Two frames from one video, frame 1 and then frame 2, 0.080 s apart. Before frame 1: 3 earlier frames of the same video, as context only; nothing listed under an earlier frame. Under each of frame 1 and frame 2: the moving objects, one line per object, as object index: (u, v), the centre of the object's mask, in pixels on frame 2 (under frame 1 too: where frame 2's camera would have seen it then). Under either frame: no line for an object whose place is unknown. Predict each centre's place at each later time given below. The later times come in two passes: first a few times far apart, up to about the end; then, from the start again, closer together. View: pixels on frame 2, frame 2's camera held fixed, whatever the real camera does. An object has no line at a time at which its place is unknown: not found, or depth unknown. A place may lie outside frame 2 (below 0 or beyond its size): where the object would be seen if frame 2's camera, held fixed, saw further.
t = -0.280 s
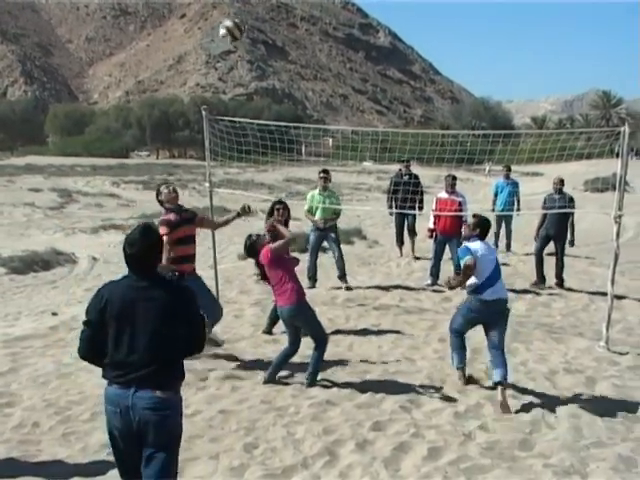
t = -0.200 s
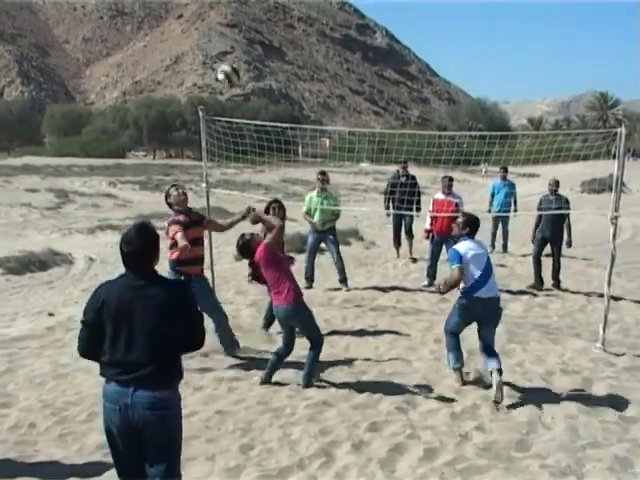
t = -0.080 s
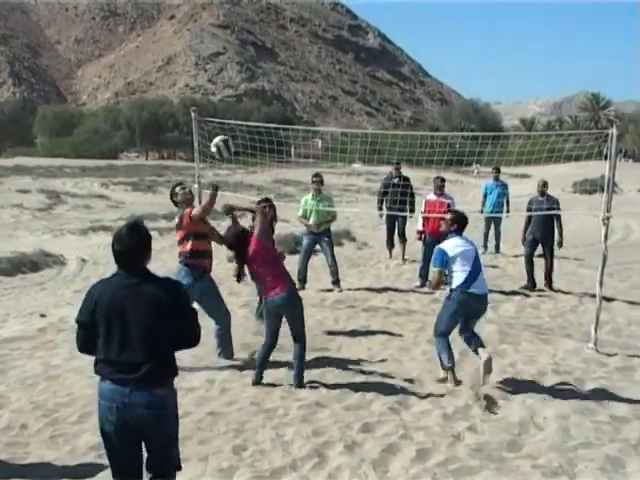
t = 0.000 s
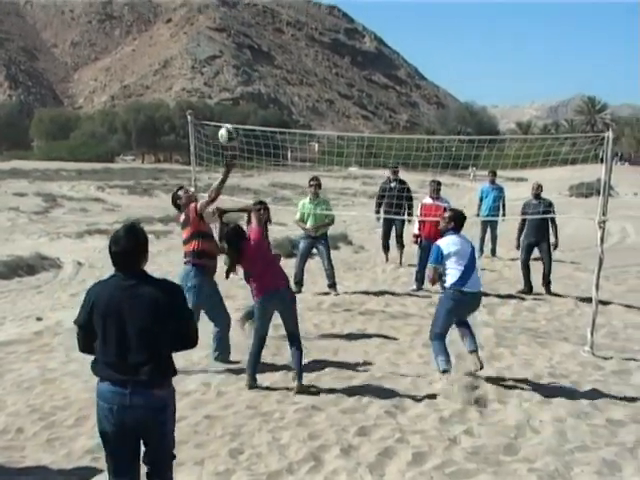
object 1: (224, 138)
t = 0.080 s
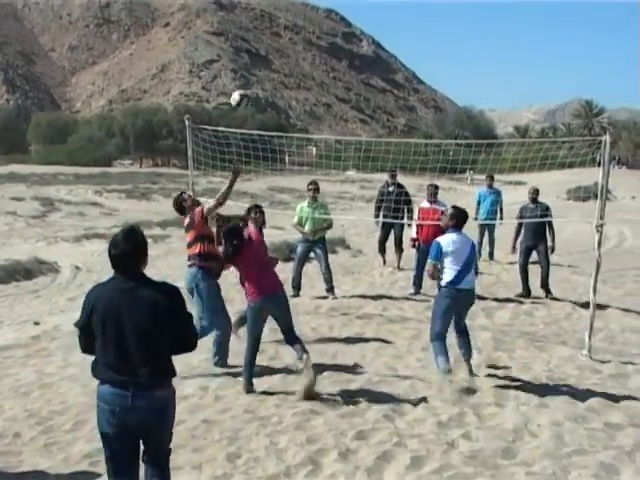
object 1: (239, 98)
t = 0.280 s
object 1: (265, 44)
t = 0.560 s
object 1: (285, 40)
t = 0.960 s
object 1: (292, 118)
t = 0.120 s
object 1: (246, 83)
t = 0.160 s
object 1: (251, 71)
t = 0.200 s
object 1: (258, 61)
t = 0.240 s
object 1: (261, 52)
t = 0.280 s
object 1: (265, 44)
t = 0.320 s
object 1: (267, 40)
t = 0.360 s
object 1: (273, 36)
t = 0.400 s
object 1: (276, 34)
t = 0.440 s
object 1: (278, 33)
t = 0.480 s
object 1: (281, 36)
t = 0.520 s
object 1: (283, 37)
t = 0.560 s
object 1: (285, 40)
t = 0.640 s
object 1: (288, 49)
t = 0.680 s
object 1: (289, 55)
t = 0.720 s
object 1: (290, 63)
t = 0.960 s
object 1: (292, 118)
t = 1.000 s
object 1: (292, 128)
